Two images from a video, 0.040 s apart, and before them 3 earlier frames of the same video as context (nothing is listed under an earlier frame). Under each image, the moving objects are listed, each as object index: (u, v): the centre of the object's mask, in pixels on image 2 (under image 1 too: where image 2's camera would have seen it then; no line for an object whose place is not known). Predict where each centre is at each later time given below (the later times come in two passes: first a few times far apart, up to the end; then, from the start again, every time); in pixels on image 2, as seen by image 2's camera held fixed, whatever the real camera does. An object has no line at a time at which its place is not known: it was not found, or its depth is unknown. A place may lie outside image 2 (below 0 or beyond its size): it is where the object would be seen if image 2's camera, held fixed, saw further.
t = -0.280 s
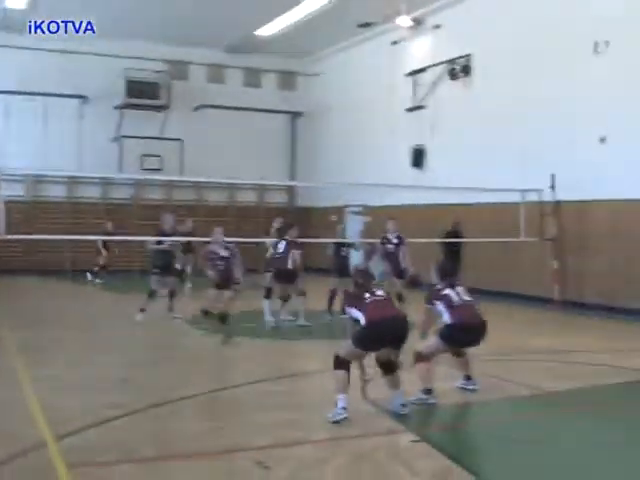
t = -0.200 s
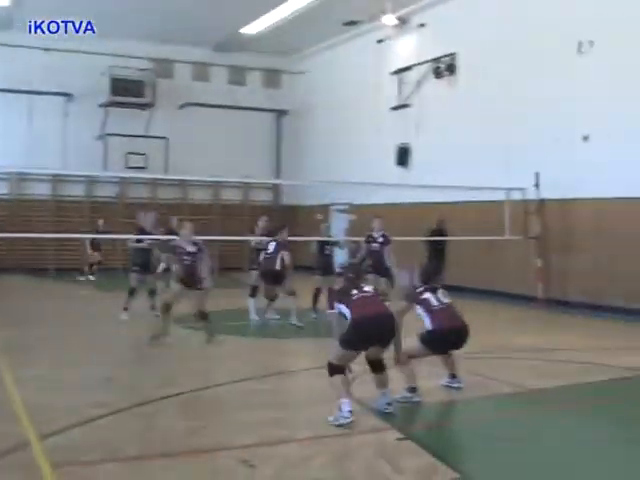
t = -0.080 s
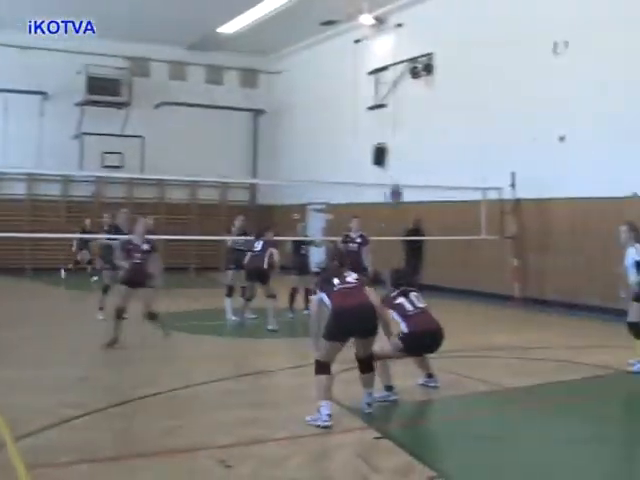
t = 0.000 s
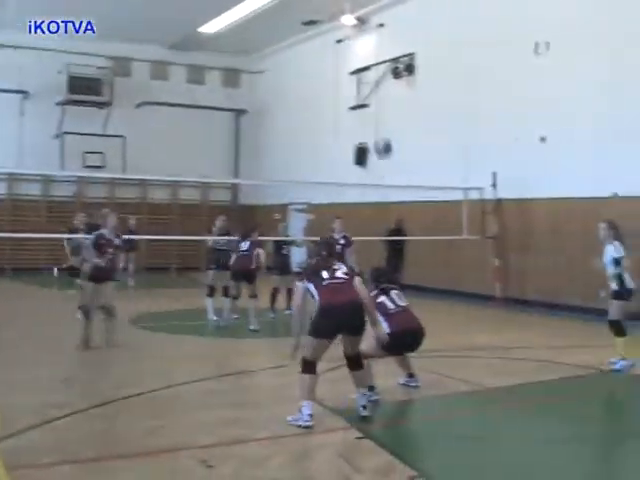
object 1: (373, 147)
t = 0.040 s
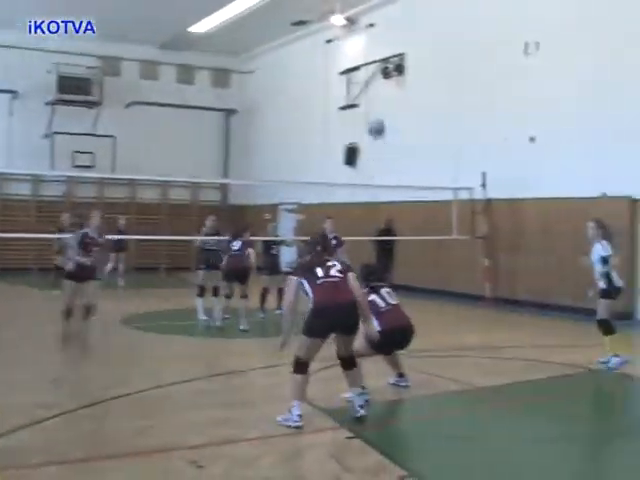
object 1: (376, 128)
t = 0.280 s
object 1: (398, 51)
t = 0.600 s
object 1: (423, 29)
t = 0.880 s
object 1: (441, 68)
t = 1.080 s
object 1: (451, 121)
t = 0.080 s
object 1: (380, 112)
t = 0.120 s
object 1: (384, 94)
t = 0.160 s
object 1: (386, 78)
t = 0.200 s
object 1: (390, 69)
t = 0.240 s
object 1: (395, 56)
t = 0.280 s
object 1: (398, 51)
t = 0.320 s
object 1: (401, 43)
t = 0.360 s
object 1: (404, 37)
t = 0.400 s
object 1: (407, 33)
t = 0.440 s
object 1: (411, 30)
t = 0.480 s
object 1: (414, 28)
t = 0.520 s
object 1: (417, 27)
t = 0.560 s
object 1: (420, 28)
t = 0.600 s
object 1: (423, 29)
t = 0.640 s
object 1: (426, 32)
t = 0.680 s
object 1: (429, 35)
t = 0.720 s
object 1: (431, 40)
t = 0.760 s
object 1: (434, 45)
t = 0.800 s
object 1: (436, 52)
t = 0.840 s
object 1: (439, 59)
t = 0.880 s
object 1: (441, 68)
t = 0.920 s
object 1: (443, 77)
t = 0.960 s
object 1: (445, 87)
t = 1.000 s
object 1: (447, 97)
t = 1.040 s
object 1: (449, 108)
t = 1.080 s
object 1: (451, 121)
